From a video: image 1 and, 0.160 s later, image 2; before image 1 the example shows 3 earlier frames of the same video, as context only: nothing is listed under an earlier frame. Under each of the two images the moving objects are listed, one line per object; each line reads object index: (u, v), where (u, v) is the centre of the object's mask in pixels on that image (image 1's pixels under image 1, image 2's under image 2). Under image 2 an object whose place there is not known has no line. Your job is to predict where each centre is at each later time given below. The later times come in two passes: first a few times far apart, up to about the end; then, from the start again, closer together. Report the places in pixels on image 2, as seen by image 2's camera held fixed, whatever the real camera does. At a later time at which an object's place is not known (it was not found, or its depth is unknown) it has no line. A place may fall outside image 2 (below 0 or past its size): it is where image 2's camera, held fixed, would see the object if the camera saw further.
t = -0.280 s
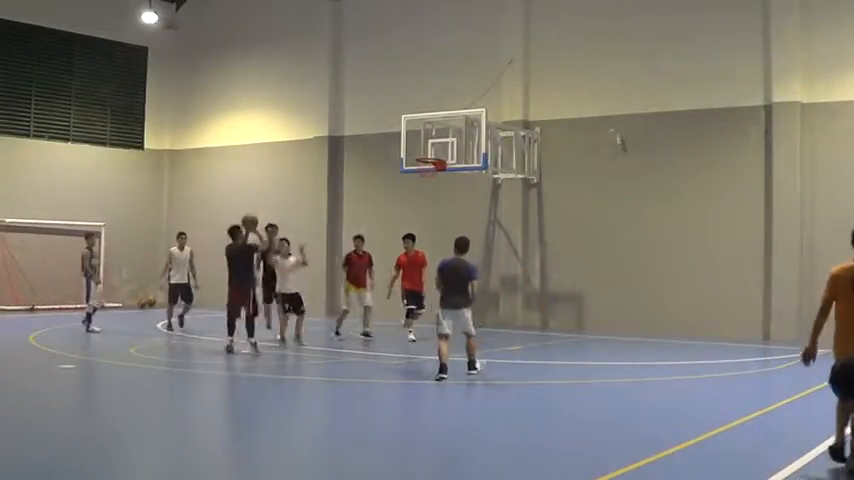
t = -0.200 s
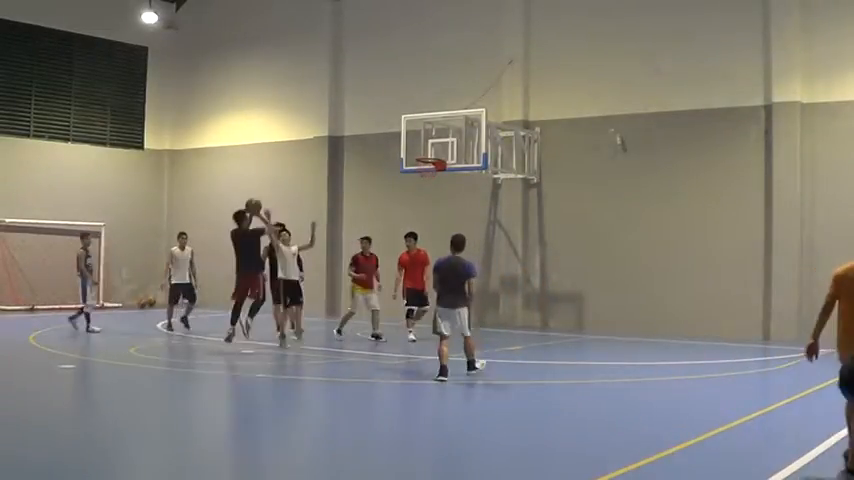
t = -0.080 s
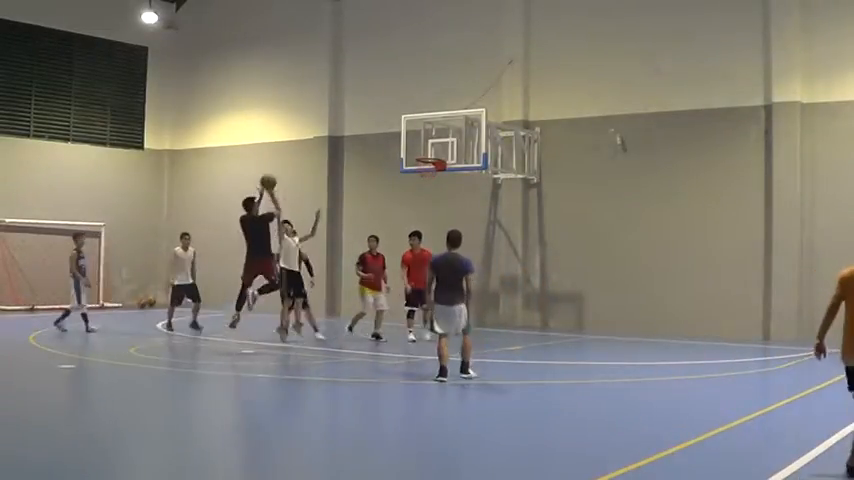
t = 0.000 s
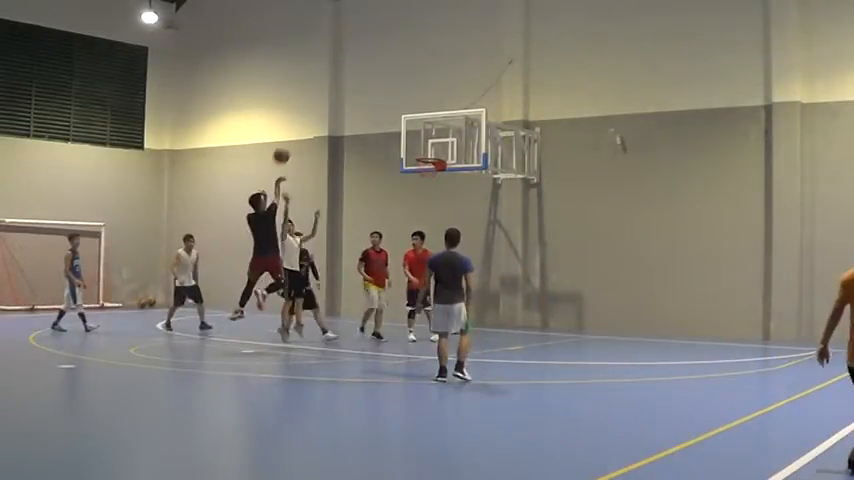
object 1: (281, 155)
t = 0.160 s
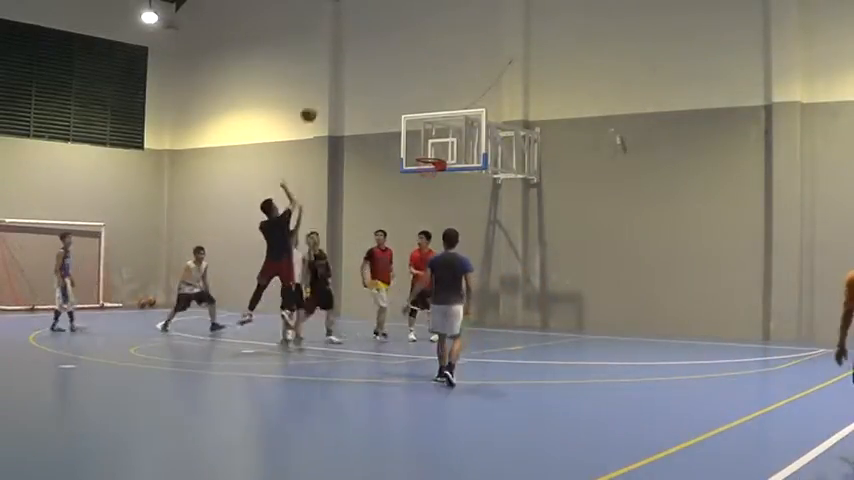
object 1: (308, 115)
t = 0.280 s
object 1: (327, 98)
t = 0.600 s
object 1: (372, 92)
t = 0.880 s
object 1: (406, 136)
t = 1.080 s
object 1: (424, 189)
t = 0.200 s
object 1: (314, 107)
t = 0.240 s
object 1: (321, 102)
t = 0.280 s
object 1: (327, 98)
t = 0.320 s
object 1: (333, 94)
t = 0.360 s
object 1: (340, 88)
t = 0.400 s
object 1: (345, 87)
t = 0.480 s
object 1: (356, 86)
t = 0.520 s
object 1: (362, 87)
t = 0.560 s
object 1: (367, 89)
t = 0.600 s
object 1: (372, 92)
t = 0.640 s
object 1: (377, 96)
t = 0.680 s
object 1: (382, 100)
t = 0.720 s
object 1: (388, 105)
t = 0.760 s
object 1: (392, 112)
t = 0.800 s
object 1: (397, 119)
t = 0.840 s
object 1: (402, 128)
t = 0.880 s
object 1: (406, 136)
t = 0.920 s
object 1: (411, 147)
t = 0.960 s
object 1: (415, 157)
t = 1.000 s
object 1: (419, 166)
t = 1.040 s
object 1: (421, 178)
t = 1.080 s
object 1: (424, 189)
